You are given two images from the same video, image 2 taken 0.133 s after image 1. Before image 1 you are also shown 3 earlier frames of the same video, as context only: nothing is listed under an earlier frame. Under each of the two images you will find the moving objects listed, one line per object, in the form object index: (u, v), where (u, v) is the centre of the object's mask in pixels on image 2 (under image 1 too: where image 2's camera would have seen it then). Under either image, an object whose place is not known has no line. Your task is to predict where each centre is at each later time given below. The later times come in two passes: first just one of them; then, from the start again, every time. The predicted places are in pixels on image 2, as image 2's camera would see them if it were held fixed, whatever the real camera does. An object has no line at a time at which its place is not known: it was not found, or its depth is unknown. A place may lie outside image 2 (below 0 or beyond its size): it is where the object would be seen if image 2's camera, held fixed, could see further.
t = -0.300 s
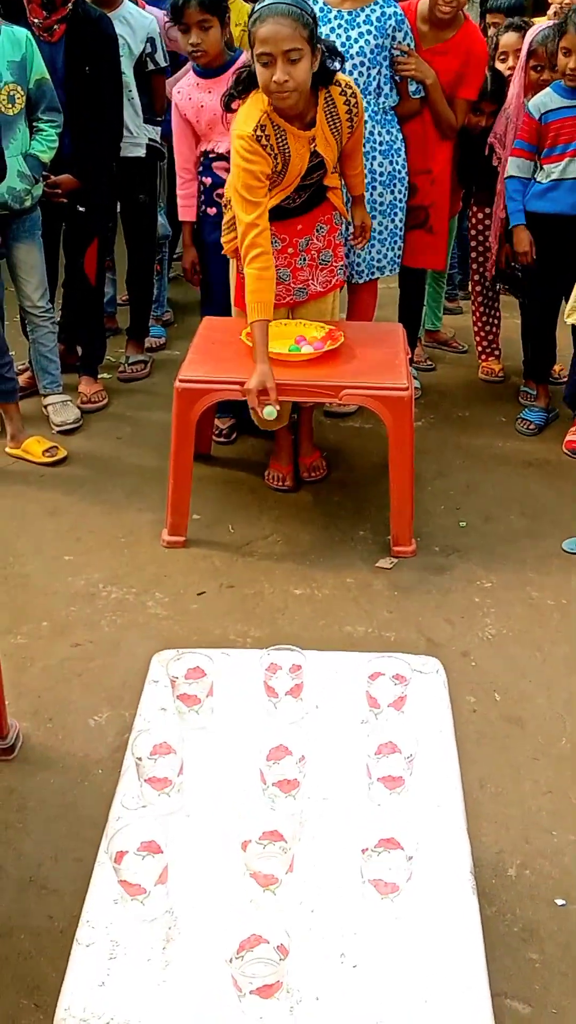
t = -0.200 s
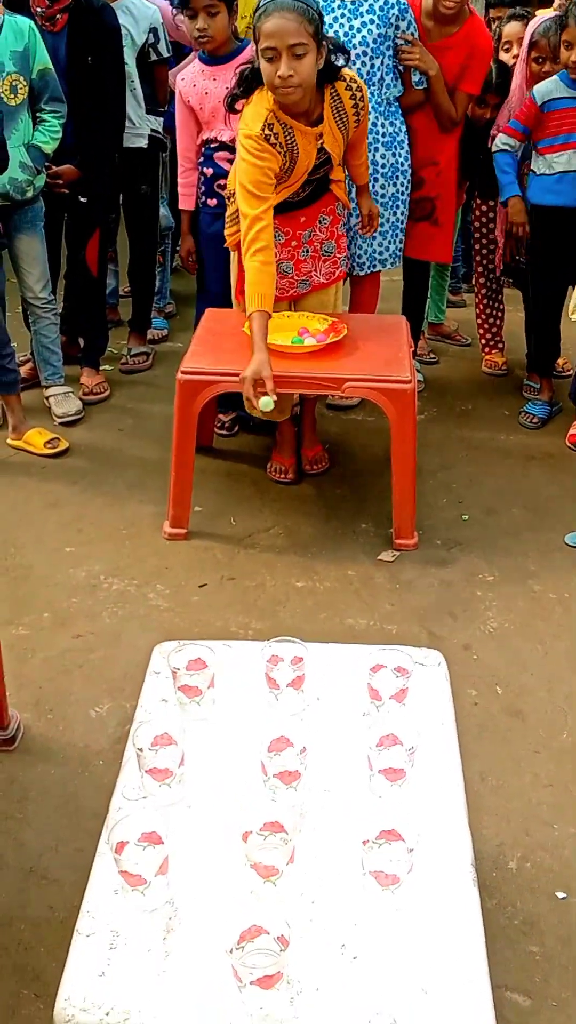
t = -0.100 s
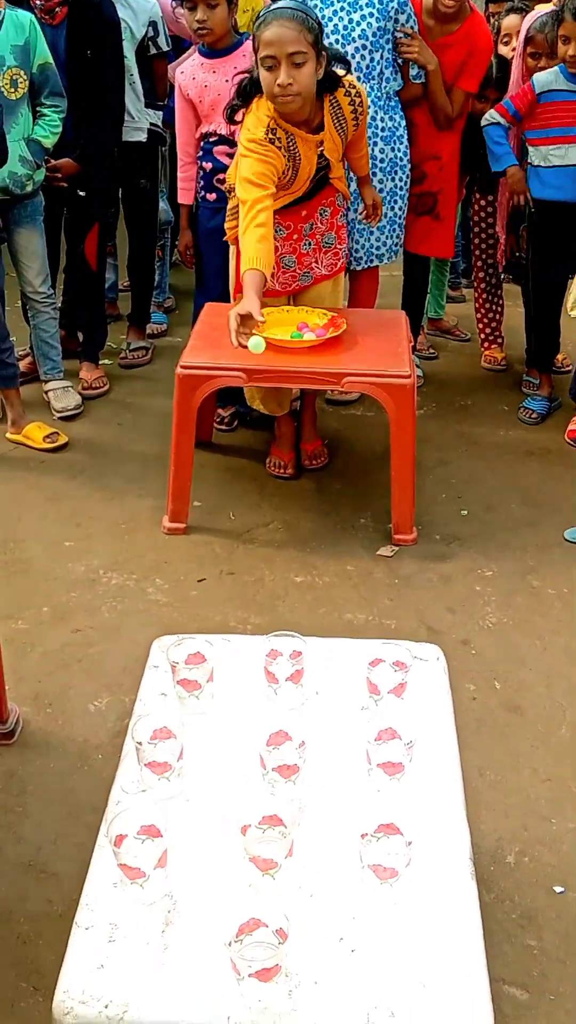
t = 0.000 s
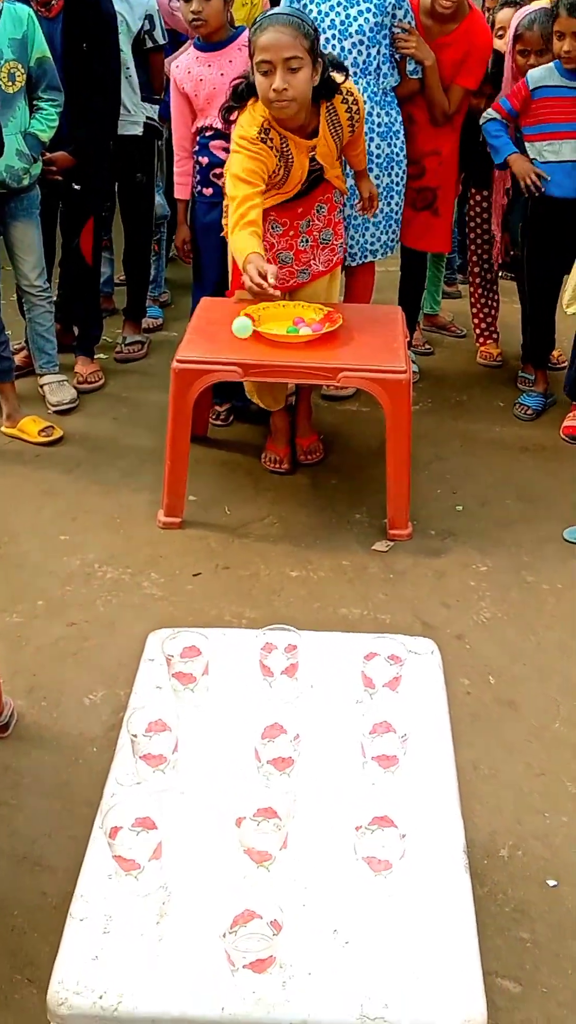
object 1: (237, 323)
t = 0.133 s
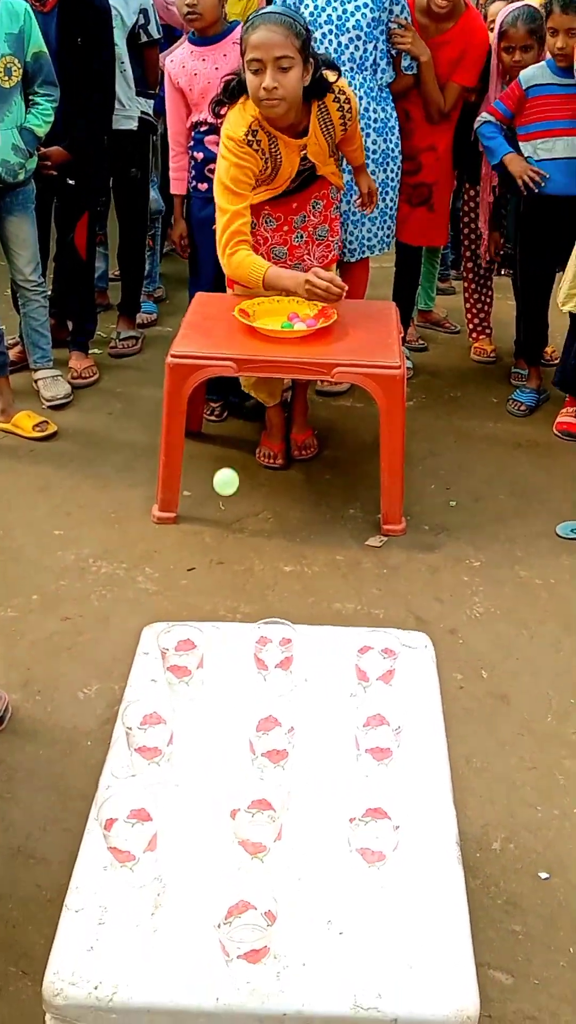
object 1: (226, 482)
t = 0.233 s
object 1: (220, 781)
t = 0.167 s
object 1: (222, 610)
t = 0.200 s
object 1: (220, 691)
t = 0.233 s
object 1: (220, 781)
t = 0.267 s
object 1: (201, 819)
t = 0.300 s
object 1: (188, 814)
